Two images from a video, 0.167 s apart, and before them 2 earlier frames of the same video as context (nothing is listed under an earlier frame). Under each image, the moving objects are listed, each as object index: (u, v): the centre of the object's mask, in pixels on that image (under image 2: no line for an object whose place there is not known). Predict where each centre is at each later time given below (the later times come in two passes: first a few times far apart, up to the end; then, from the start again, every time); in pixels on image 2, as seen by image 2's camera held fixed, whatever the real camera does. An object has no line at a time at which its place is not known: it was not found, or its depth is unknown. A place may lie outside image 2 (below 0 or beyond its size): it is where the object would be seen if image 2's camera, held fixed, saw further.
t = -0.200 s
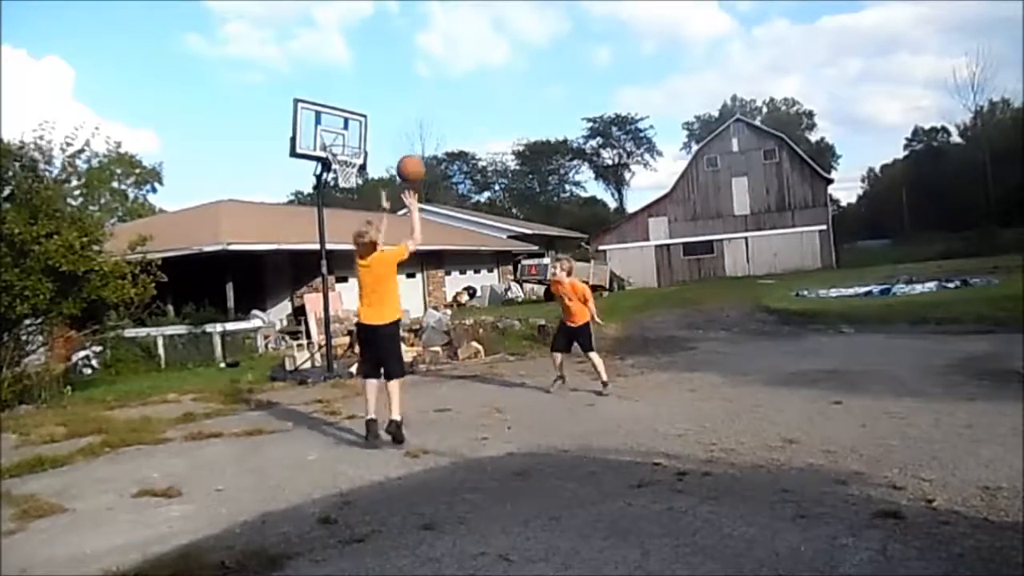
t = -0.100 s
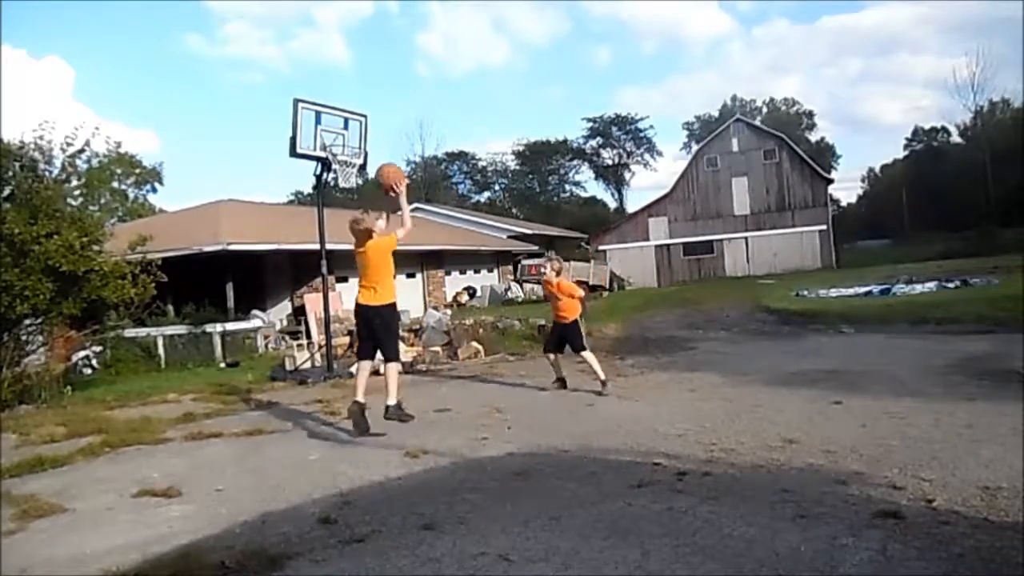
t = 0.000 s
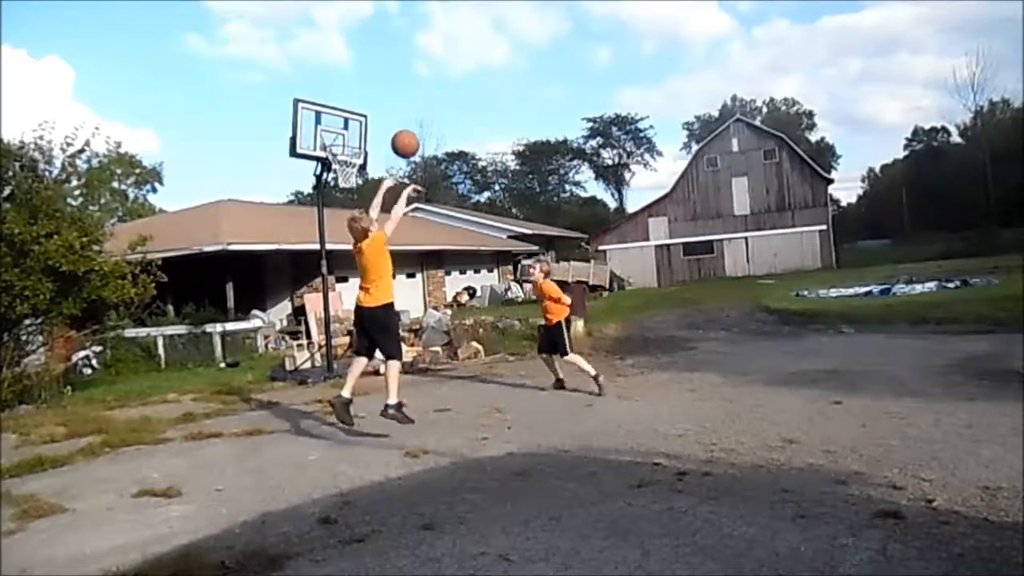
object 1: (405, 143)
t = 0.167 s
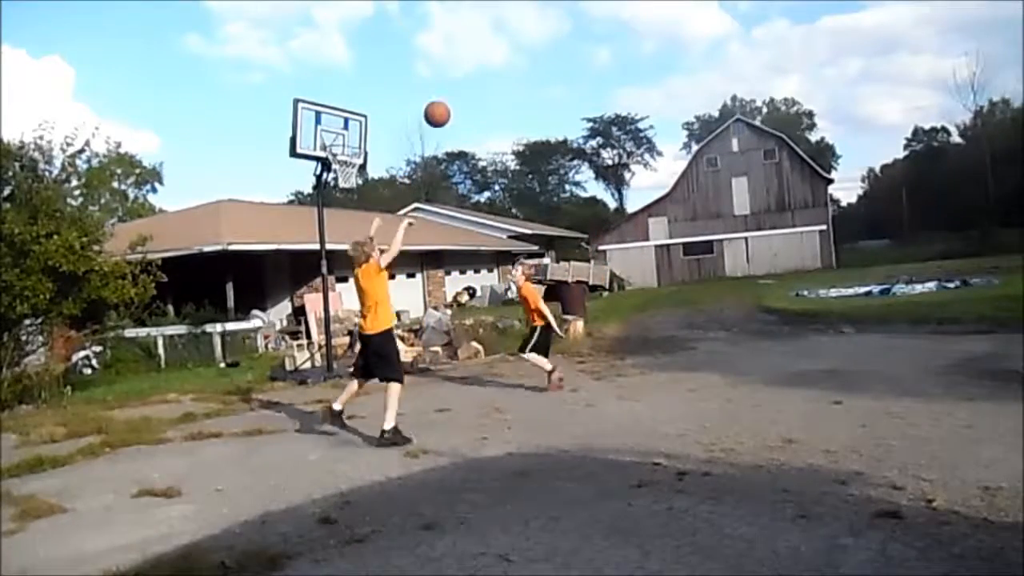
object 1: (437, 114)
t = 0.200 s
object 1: (443, 112)
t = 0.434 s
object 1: (484, 132)
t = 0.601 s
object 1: (512, 176)
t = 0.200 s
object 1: (443, 112)
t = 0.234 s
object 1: (449, 111)
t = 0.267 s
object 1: (455, 112)
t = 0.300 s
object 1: (461, 114)
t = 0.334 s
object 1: (467, 117)
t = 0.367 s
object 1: (473, 121)
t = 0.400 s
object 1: (478, 126)
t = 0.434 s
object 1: (484, 132)
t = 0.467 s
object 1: (490, 139)
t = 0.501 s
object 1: (495, 147)
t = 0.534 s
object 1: (500, 156)
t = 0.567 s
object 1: (507, 165)
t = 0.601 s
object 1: (512, 176)
